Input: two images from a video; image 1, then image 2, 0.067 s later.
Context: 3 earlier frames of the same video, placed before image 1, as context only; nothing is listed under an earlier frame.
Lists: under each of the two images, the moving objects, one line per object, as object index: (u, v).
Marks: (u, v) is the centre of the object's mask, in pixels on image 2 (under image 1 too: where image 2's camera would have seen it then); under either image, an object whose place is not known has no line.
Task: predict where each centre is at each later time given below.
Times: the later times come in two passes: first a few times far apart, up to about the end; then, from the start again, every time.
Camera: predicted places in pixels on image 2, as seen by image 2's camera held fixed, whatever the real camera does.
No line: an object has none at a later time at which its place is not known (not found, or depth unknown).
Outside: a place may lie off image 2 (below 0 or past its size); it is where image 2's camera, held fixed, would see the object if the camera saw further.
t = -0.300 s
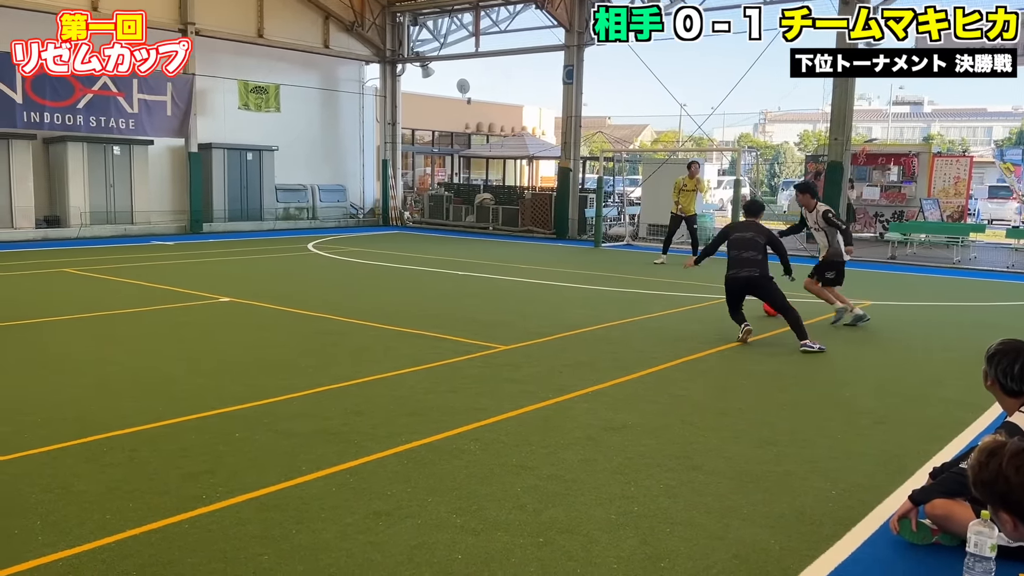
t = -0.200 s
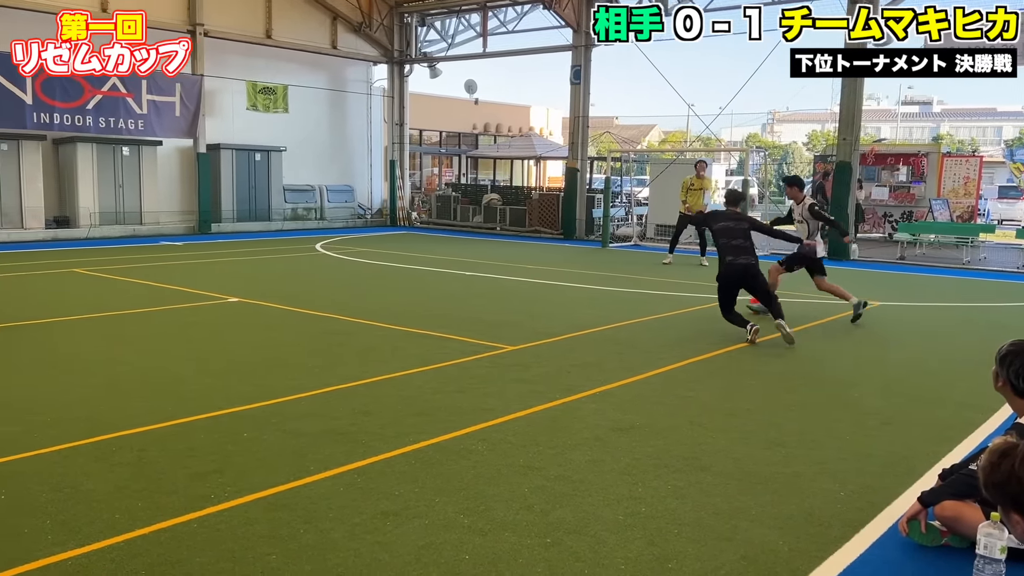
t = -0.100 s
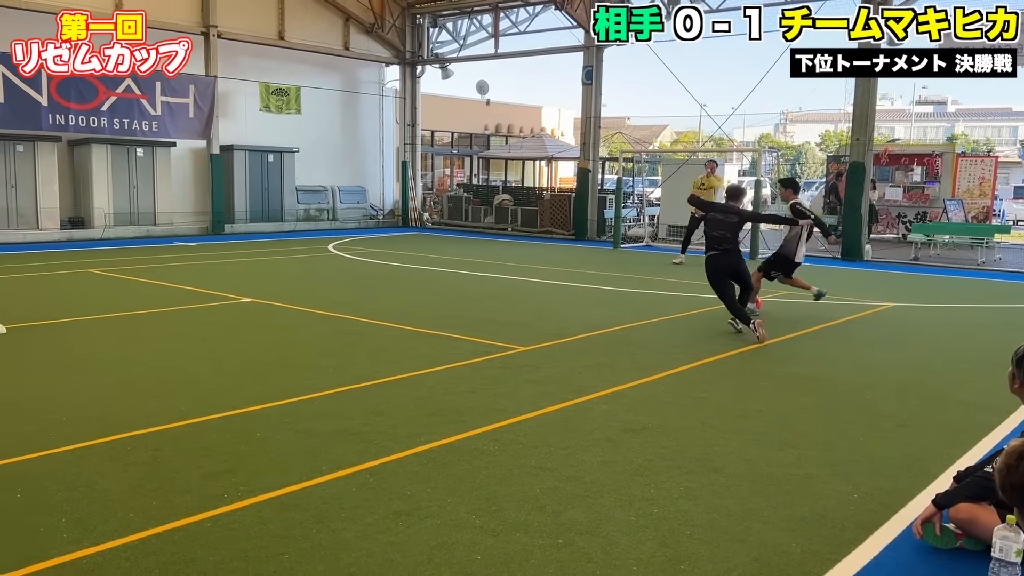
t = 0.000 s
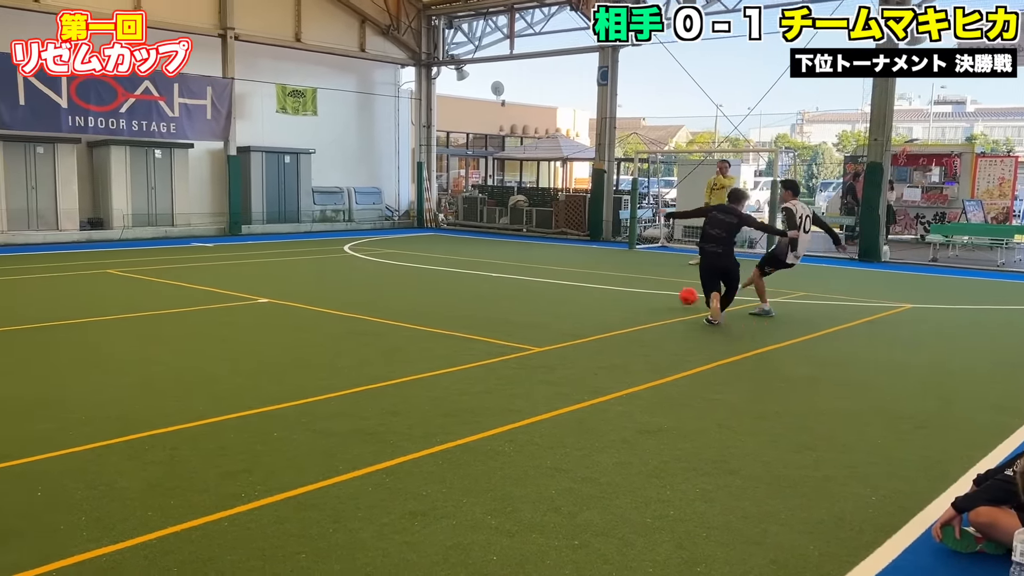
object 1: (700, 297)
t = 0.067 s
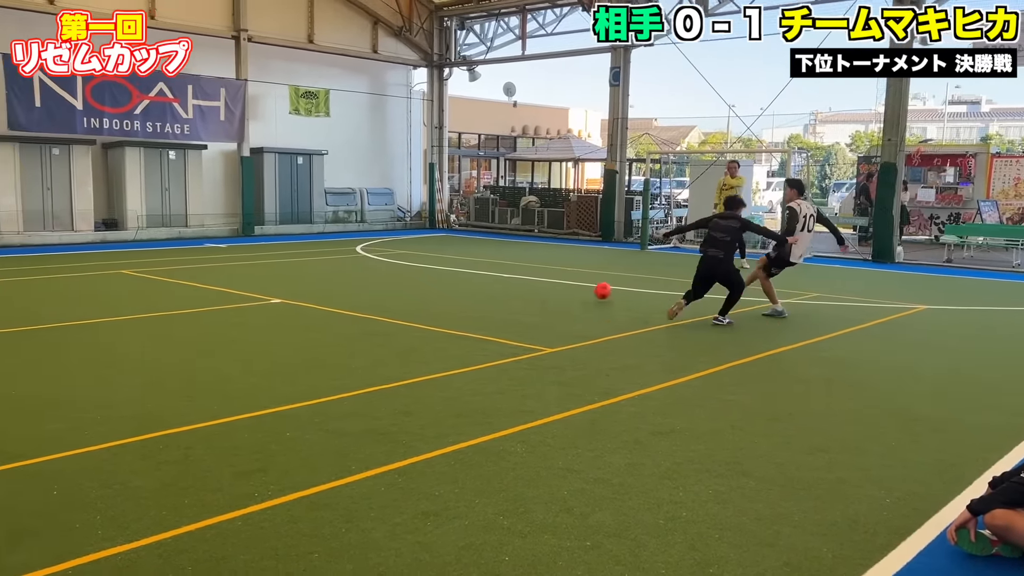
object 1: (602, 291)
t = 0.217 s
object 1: (413, 283)
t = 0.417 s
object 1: (216, 273)
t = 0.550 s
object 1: (110, 268)
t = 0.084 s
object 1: (580, 290)
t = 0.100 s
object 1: (557, 289)
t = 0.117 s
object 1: (535, 288)
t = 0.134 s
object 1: (513, 288)
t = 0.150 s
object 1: (492, 288)
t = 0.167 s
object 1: (471, 287)
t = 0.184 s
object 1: (451, 286)
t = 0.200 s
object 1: (432, 284)
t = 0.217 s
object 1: (413, 283)
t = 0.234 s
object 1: (394, 282)
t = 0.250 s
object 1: (376, 281)
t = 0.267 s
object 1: (358, 281)
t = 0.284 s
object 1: (341, 280)
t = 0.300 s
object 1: (324, 279)
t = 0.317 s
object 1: (308, 278)
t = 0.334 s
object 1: (292, 277)
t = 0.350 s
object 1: (276, 276)
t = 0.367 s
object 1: (261, 275)
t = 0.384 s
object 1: (245, 275)
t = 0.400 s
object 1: (231, 274)
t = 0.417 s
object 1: (216, 273)
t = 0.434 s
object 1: (202, 272)
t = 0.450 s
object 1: (188, 272)
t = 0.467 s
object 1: (174, 272)
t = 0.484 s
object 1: (161, 271)
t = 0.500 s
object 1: (148, 270)
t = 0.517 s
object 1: (135, 270)
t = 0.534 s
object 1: (122, 269)
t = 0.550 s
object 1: (110, 268)
